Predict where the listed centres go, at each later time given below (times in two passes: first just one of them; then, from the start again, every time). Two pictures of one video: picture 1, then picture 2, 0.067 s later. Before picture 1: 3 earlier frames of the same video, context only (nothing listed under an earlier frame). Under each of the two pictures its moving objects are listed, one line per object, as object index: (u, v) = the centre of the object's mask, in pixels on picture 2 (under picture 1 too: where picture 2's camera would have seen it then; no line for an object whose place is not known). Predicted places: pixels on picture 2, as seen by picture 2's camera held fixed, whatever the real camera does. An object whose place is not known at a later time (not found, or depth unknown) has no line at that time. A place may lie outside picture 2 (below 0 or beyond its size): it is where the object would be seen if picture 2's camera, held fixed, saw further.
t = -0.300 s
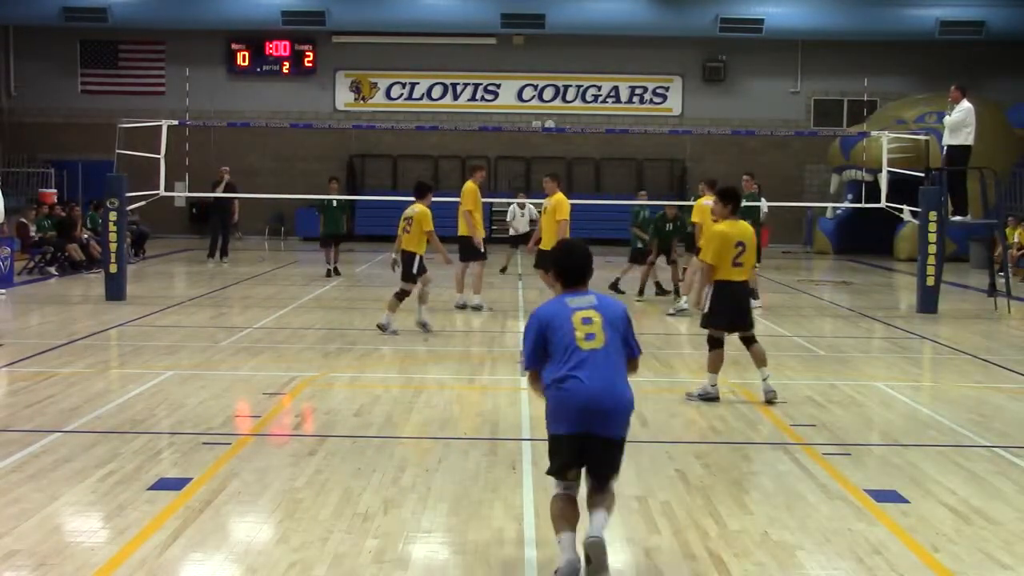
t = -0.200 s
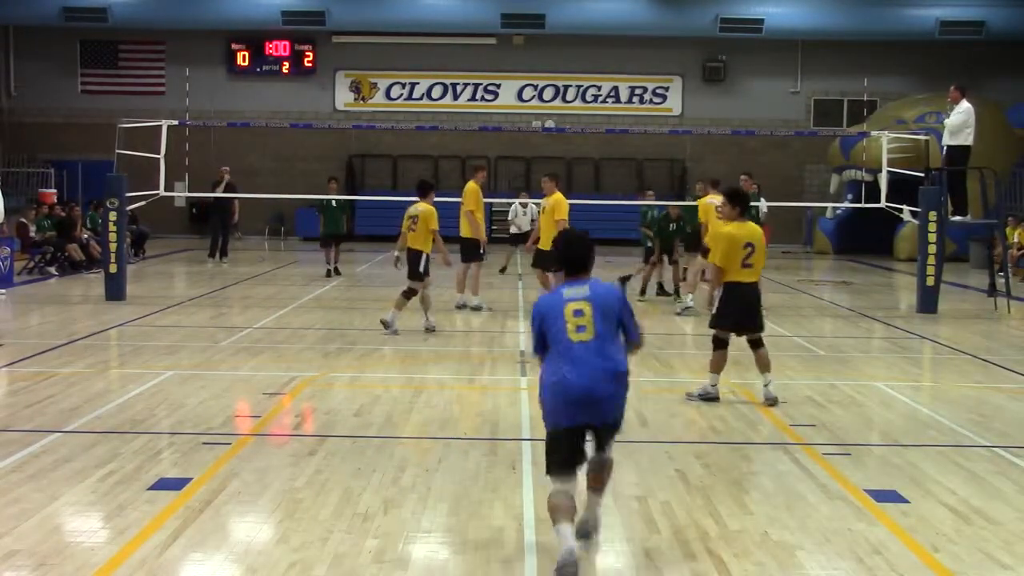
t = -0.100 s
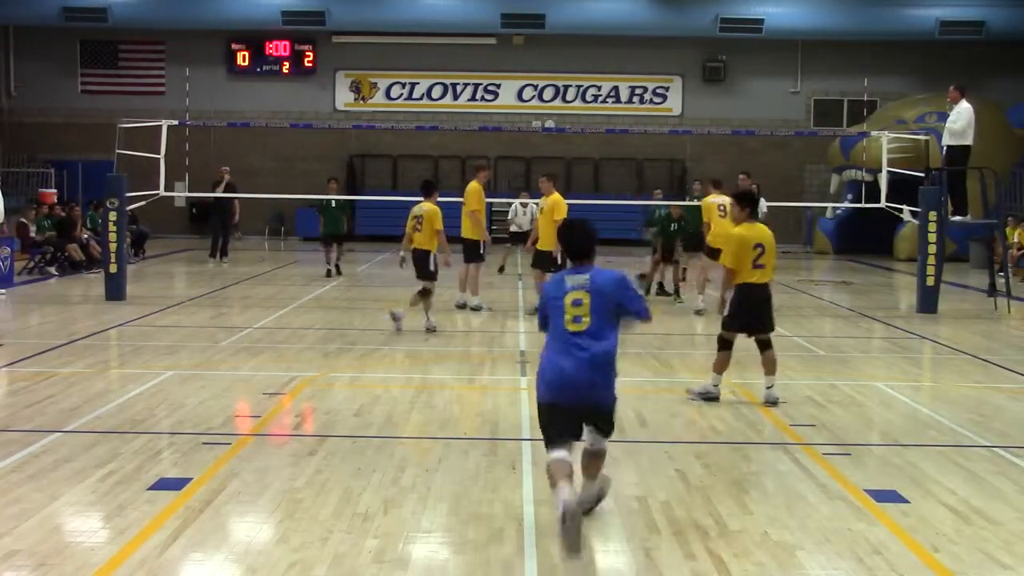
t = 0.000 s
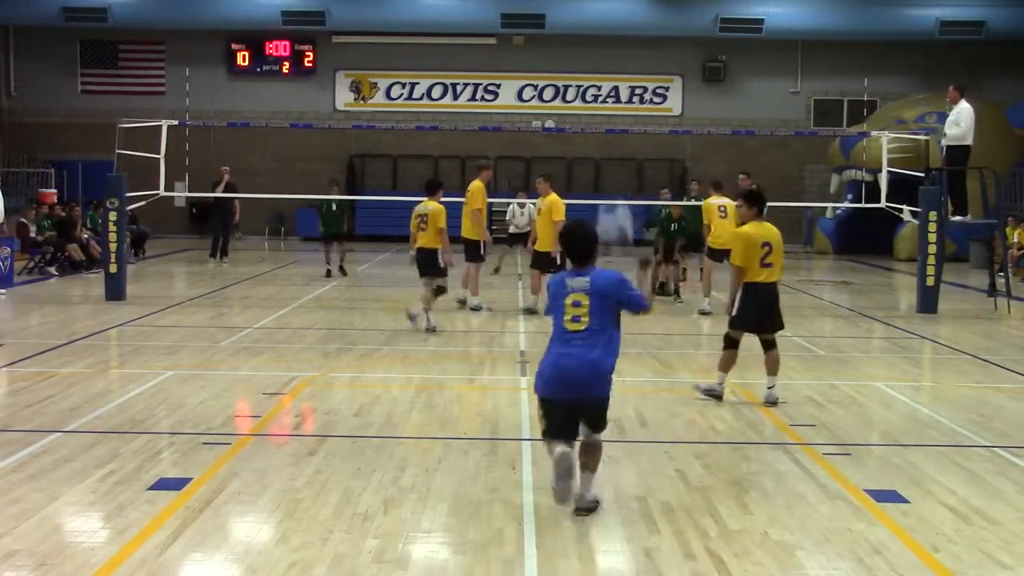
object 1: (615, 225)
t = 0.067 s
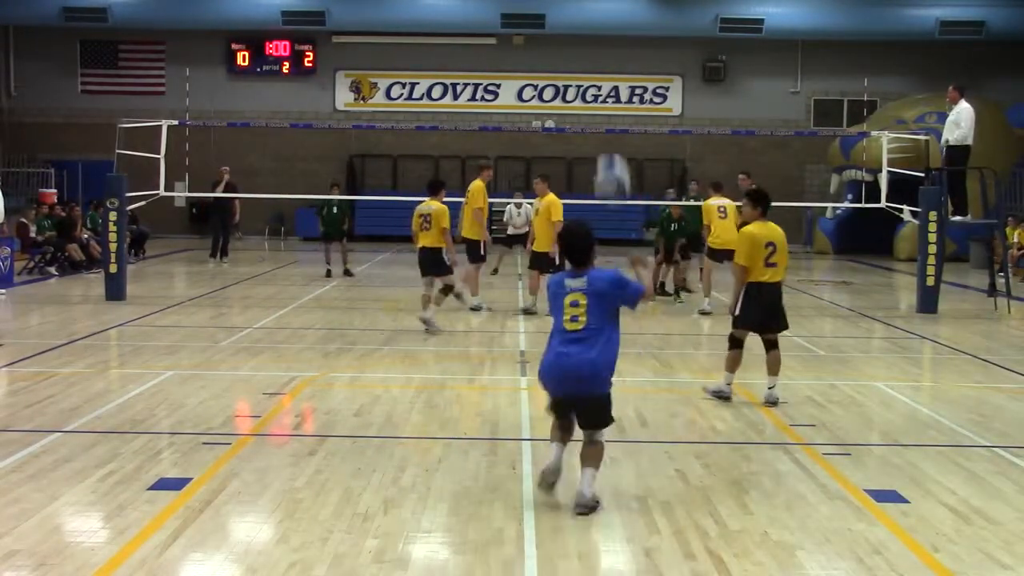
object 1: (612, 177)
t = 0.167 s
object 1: (608, 125)
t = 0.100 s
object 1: (610, 159)
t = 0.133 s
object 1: (608, 140)
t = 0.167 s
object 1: (608, 125)
